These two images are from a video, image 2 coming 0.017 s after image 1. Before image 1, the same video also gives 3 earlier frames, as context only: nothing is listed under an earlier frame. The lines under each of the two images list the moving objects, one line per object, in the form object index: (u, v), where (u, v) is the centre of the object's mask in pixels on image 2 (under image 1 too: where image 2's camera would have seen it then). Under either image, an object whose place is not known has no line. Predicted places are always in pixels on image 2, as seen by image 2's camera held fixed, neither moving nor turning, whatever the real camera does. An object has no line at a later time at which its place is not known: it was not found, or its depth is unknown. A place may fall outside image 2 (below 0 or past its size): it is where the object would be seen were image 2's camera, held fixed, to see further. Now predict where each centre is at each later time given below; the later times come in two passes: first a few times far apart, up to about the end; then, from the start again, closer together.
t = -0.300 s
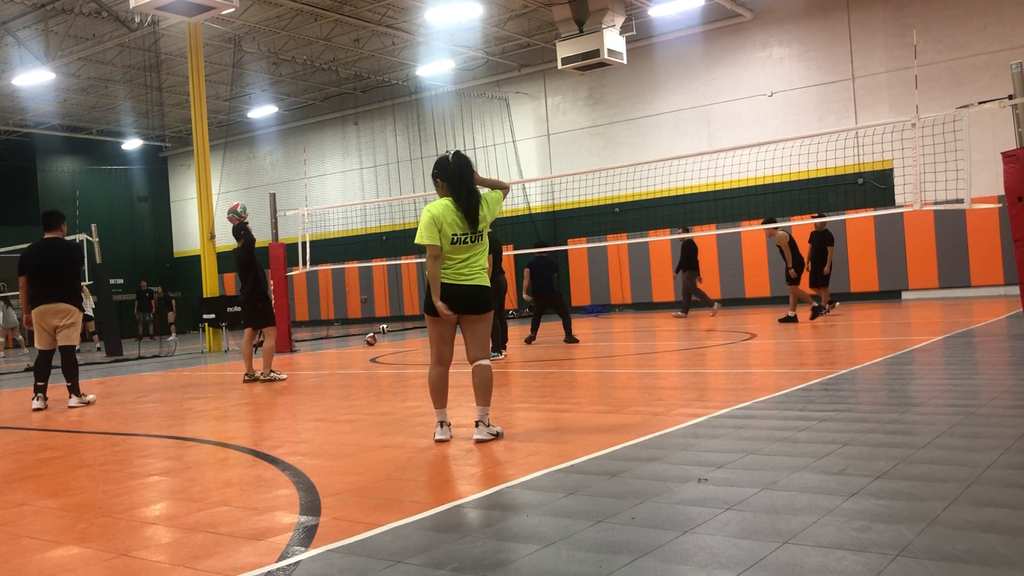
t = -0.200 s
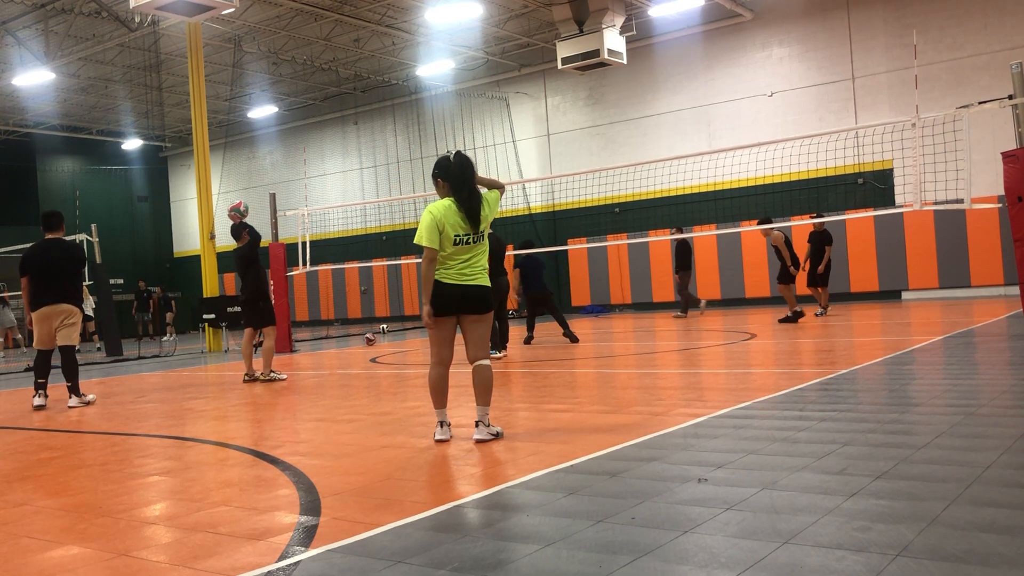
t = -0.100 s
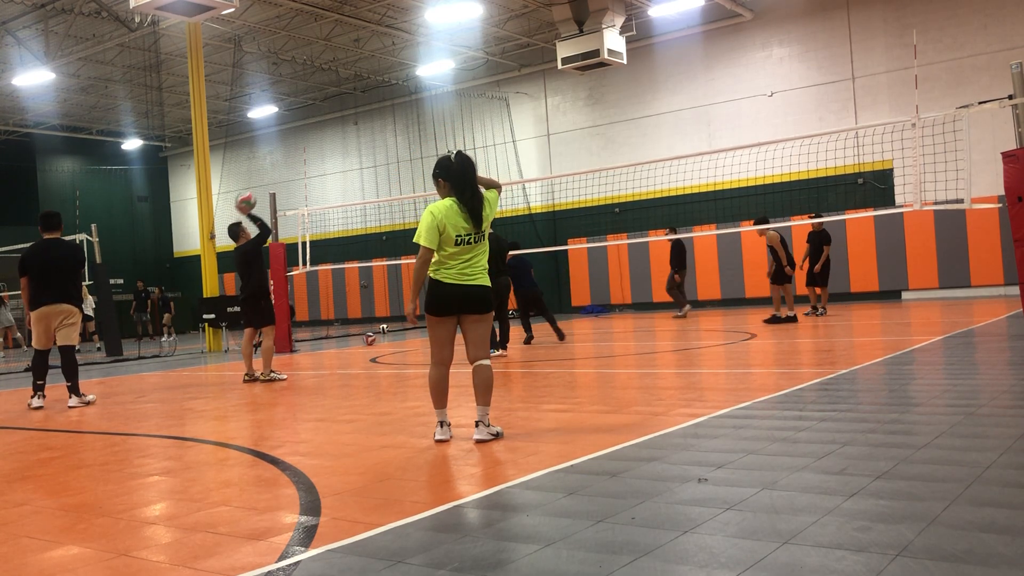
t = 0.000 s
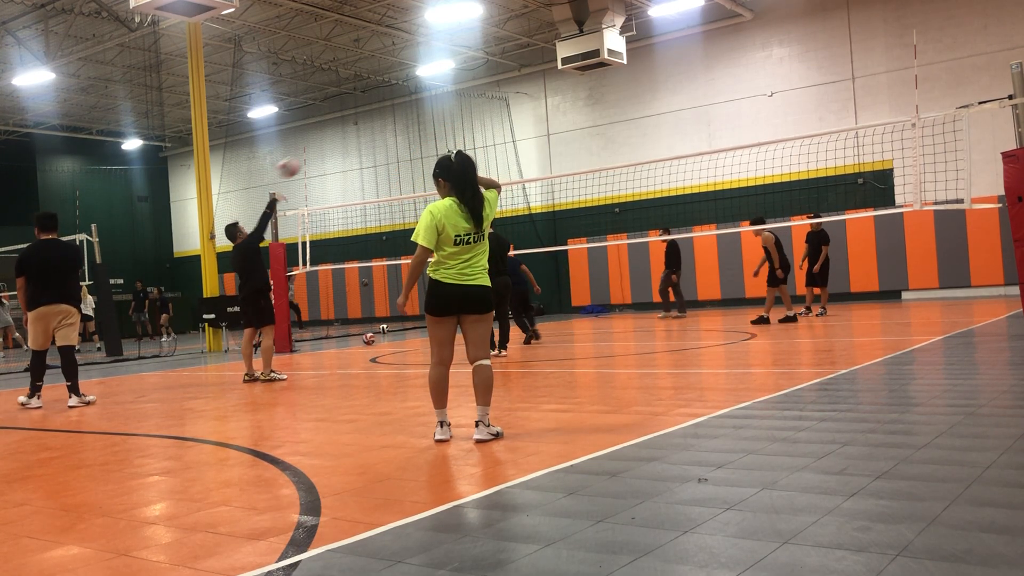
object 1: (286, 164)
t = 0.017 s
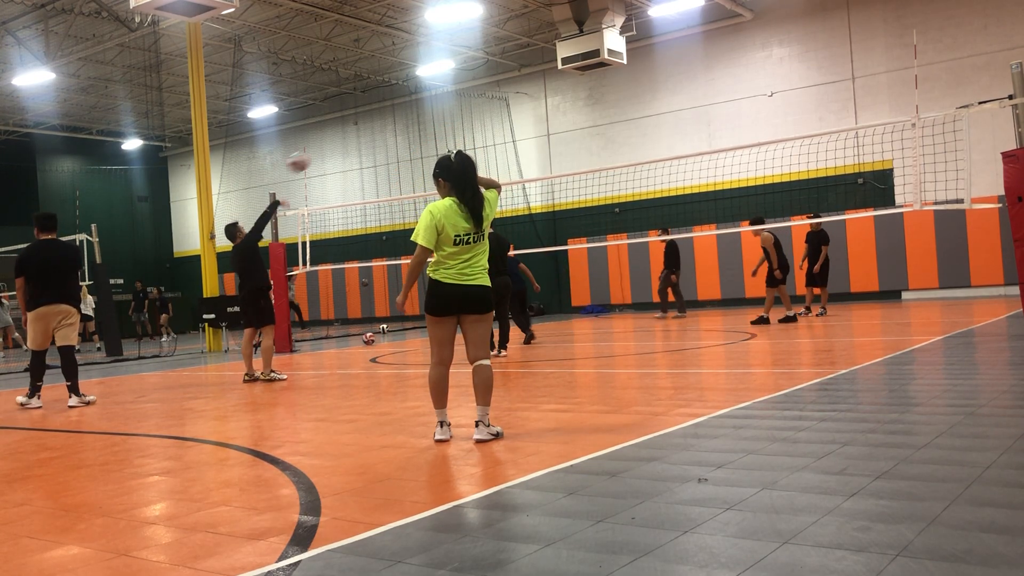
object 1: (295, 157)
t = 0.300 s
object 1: (437, 116)
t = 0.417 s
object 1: (484, 121)
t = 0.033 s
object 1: (305, 153)
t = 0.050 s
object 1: (313, 149)
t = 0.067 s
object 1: (325, 144)
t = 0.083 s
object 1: (334, 141)
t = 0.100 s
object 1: (341, 136)
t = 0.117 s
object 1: (350, 133)
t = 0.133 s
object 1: (359, 130)
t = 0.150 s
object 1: (368, 127)
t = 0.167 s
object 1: (375, 125)
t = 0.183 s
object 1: (384, 123)
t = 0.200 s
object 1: (393, 121)
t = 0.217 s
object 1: (401, 119)
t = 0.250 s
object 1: (416, 118)
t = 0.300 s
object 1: (437, 116)
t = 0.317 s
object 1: (444, 118)
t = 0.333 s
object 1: (452, 117)
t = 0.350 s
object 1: (458, 116)
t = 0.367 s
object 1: (465, 116)
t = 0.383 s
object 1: (472, 117)
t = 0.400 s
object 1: (478, 119)
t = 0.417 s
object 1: (484, 121)
